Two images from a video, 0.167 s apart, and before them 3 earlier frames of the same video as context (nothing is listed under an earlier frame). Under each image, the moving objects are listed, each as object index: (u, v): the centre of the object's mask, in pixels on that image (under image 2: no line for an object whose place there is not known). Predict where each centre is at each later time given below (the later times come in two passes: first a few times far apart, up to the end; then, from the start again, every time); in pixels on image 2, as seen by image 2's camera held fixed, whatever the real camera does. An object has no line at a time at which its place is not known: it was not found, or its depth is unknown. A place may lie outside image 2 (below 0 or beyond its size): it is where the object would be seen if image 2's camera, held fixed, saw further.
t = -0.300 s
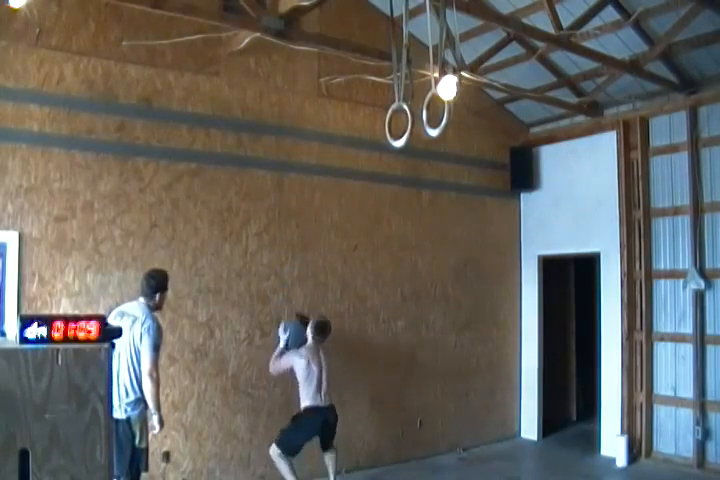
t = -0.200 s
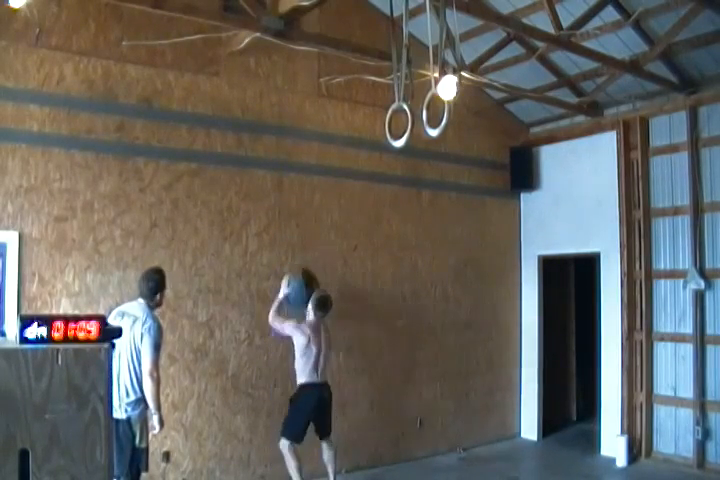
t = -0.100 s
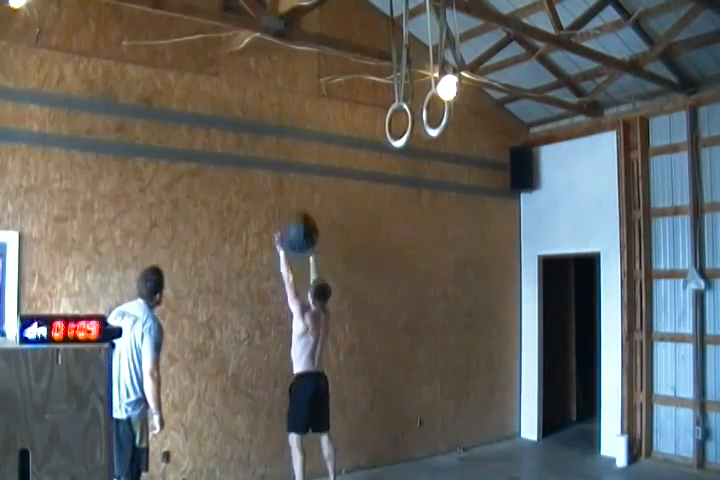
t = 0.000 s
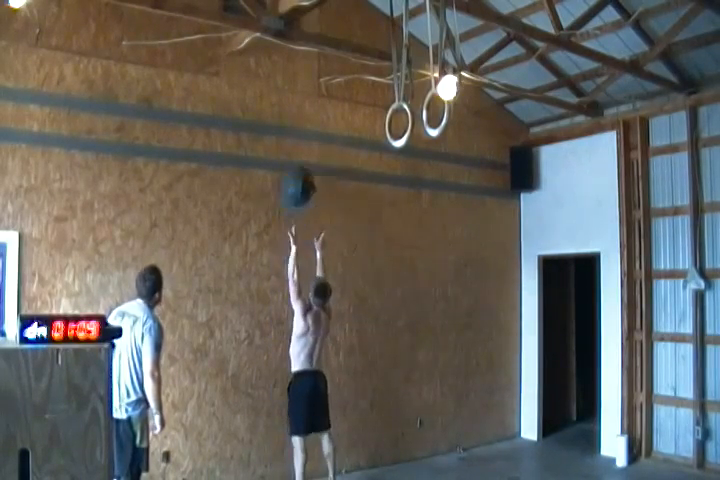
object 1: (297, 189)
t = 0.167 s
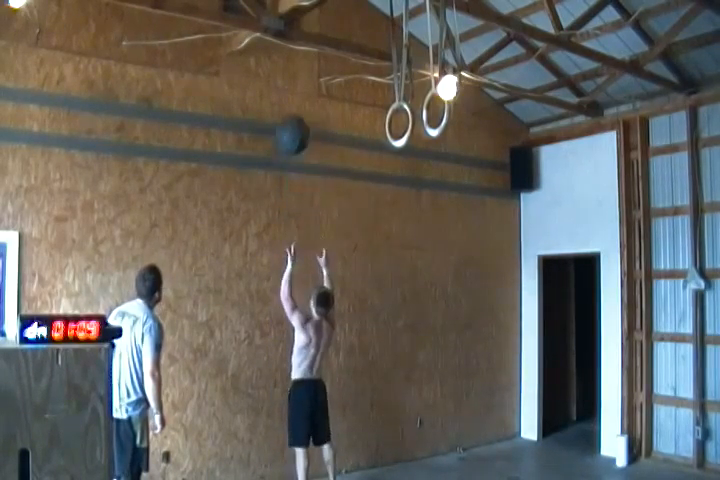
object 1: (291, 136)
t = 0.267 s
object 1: (288, 120)
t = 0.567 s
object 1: (290, 146)
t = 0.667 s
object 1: (290, 176)
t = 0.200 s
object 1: (290, 130)
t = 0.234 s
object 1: (290, 125)
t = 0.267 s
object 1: (288, 120)
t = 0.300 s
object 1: (288, 118)
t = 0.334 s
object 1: (288, 117)
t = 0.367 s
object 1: (288, 117)
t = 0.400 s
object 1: (288, 118)
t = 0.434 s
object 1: (288, 121)
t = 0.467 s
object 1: (289, 125)
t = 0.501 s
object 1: (289, 130)
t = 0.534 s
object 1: (289, 137)
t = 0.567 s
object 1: (290, 146)
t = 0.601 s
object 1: (289, 152)
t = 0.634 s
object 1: (290, 164)
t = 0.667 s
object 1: (290, 176)
